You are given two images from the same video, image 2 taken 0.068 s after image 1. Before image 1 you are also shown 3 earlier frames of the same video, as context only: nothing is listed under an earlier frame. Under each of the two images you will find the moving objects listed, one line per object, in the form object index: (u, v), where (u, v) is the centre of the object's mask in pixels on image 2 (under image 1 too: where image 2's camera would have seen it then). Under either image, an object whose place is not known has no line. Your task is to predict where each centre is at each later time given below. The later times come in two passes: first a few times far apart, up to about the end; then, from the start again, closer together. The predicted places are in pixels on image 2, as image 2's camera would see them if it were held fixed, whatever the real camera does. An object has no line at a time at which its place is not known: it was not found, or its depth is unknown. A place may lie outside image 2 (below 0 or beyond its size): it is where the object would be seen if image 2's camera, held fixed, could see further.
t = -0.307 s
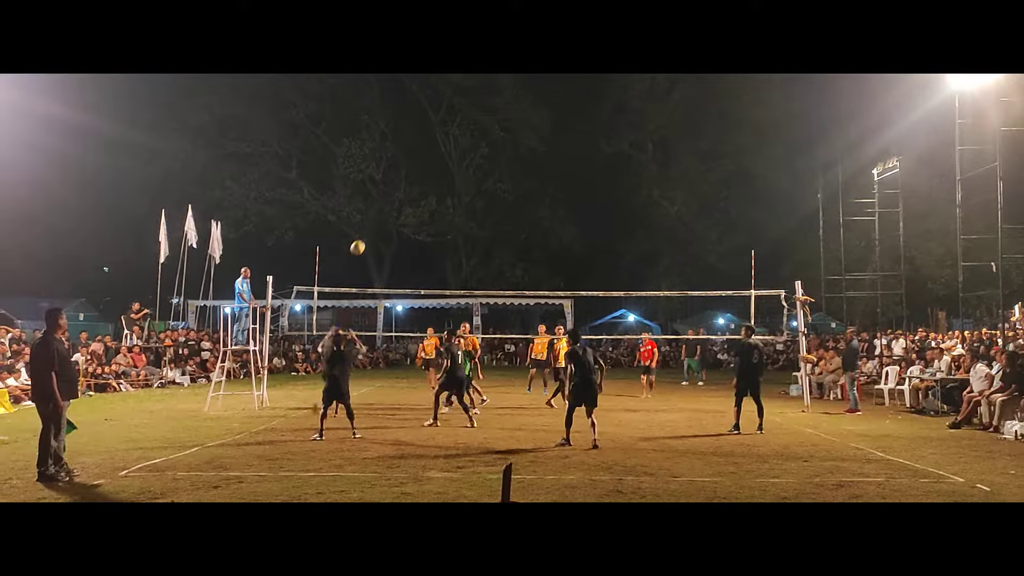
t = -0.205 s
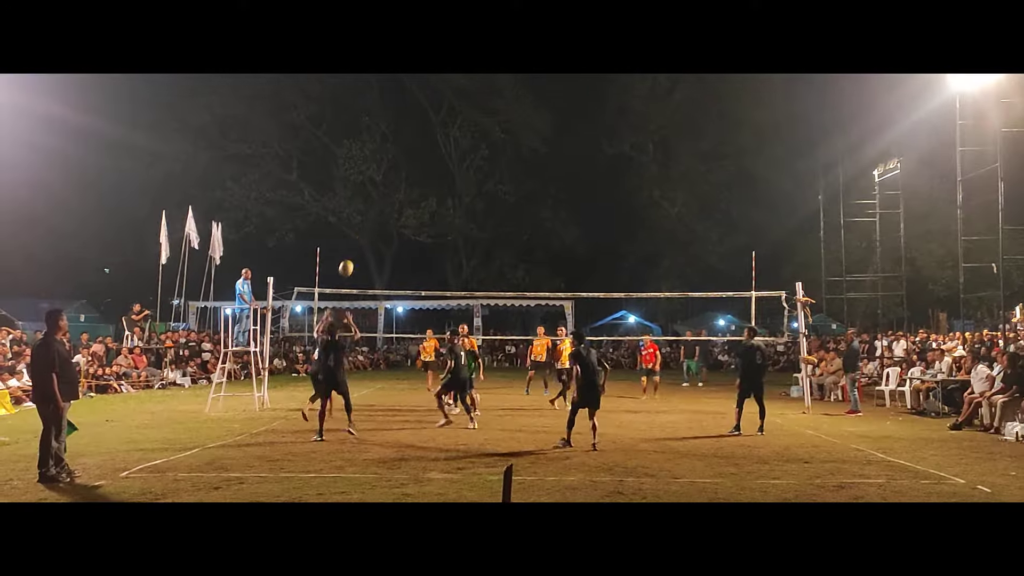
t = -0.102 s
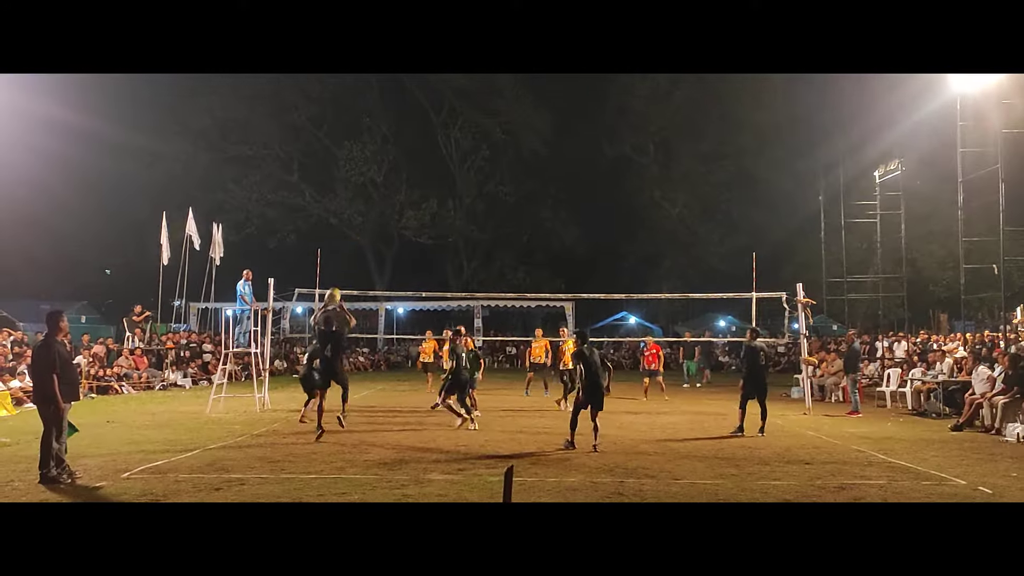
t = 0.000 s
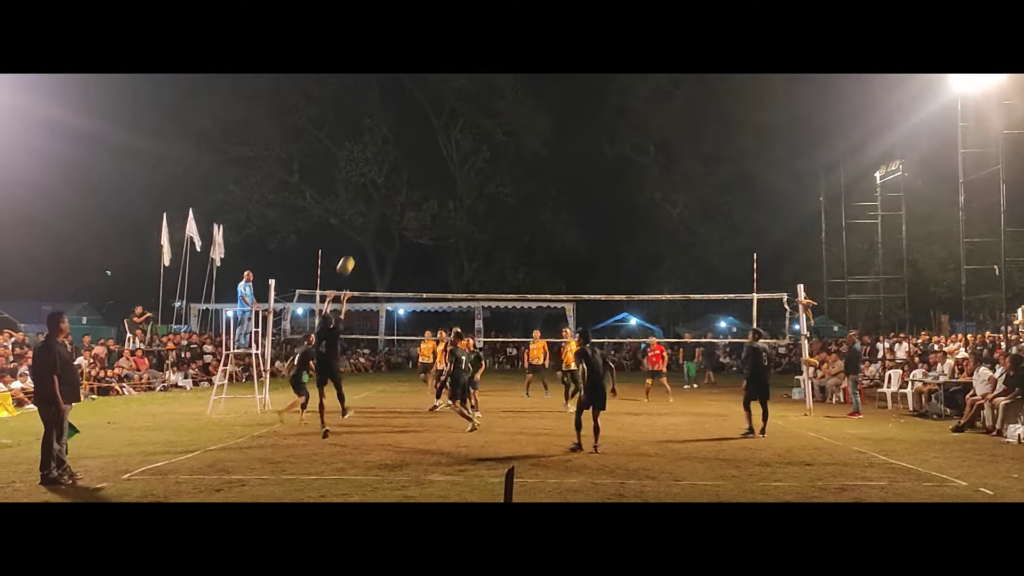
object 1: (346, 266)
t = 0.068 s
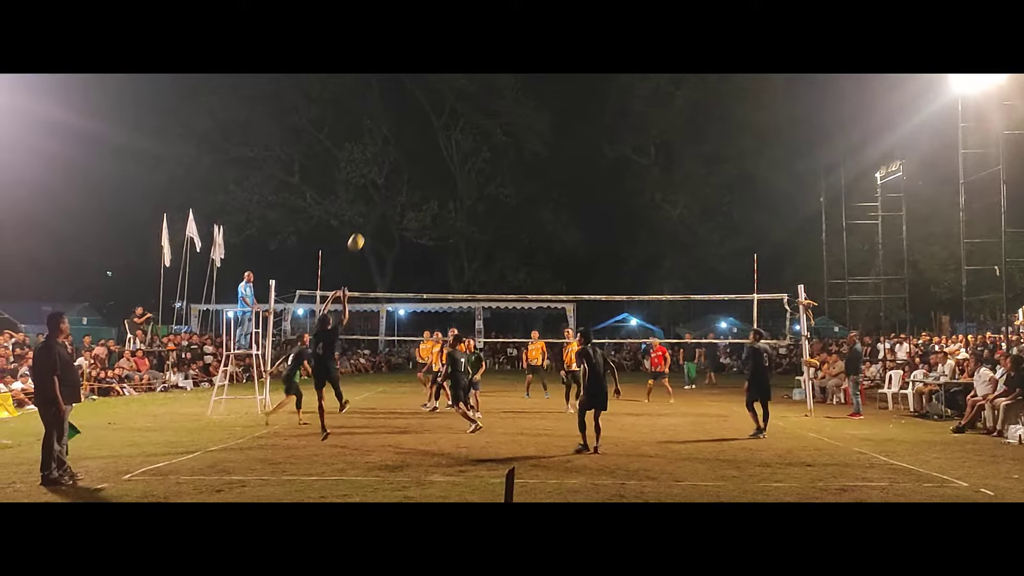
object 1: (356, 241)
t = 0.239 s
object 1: (378, 198)
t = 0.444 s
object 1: (402, 170)
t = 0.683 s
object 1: (426, 168)
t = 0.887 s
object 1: (448, 196)
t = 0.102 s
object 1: (361, 231)
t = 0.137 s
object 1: (365, 221)
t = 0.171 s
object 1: (370, 213)
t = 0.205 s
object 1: (374, 205)
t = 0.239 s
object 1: (378, 198)
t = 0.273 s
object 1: (382, 191)
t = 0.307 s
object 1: (386, 185)
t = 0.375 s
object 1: (394, 176)
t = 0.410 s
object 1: (398, 173)
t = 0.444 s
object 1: (402, 170)
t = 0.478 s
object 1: (405, 168)
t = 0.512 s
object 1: (409, 166)
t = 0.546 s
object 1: (412, 165)
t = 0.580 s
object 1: (416, 165)
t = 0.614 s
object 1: (419, 165)
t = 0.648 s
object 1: (423, 166)
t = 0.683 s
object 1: (426, 168)
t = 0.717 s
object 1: (429, 171)
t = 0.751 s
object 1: (432, 173)
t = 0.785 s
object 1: (436, 177)
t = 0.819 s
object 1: (439, 181)
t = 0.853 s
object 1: (442, 185)
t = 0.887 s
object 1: (448, 196)
